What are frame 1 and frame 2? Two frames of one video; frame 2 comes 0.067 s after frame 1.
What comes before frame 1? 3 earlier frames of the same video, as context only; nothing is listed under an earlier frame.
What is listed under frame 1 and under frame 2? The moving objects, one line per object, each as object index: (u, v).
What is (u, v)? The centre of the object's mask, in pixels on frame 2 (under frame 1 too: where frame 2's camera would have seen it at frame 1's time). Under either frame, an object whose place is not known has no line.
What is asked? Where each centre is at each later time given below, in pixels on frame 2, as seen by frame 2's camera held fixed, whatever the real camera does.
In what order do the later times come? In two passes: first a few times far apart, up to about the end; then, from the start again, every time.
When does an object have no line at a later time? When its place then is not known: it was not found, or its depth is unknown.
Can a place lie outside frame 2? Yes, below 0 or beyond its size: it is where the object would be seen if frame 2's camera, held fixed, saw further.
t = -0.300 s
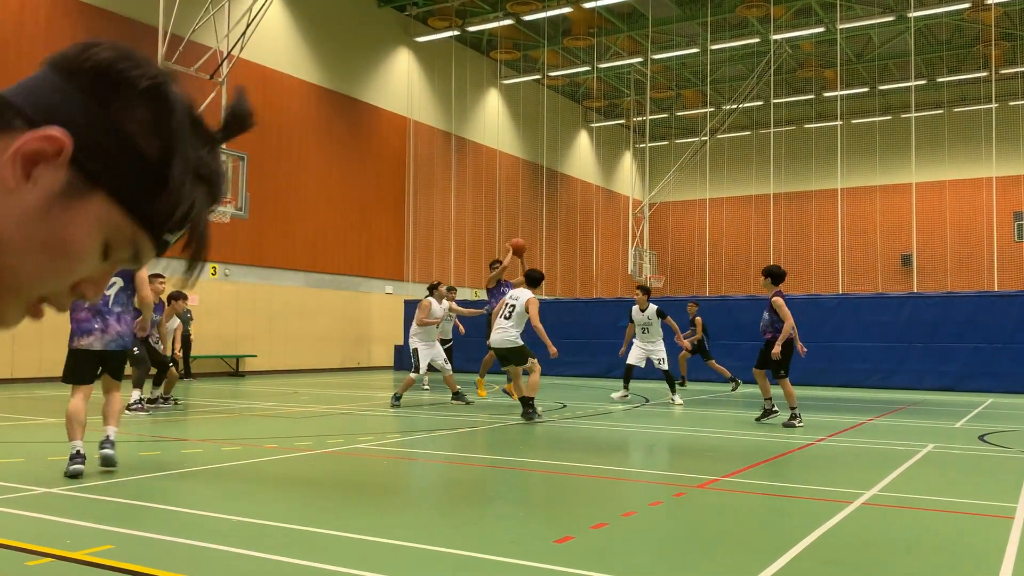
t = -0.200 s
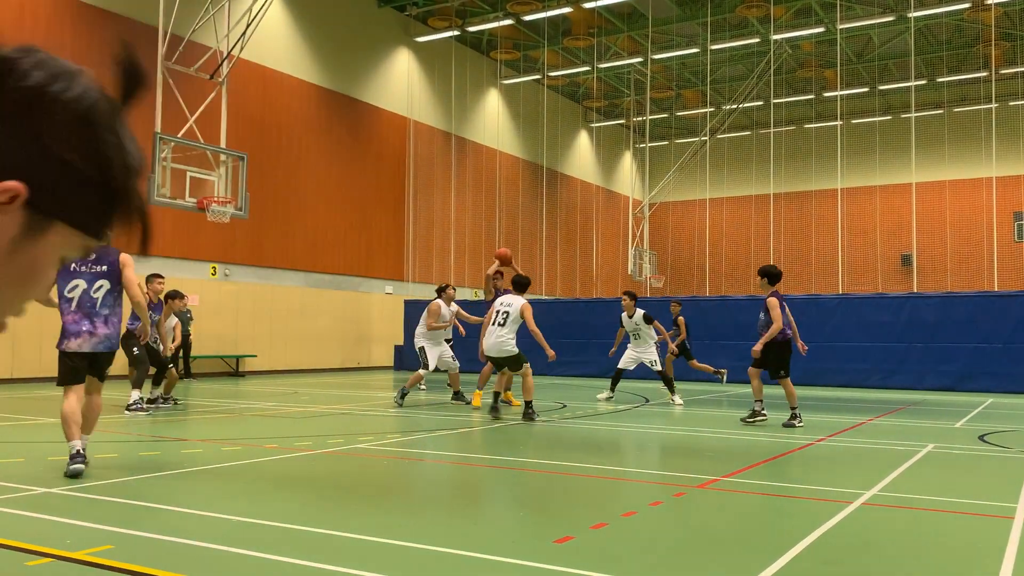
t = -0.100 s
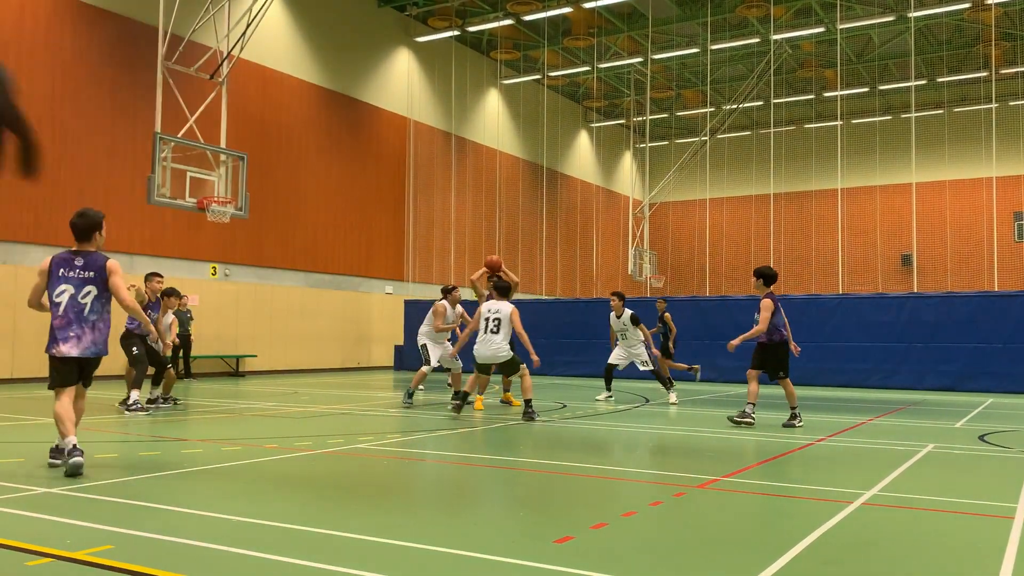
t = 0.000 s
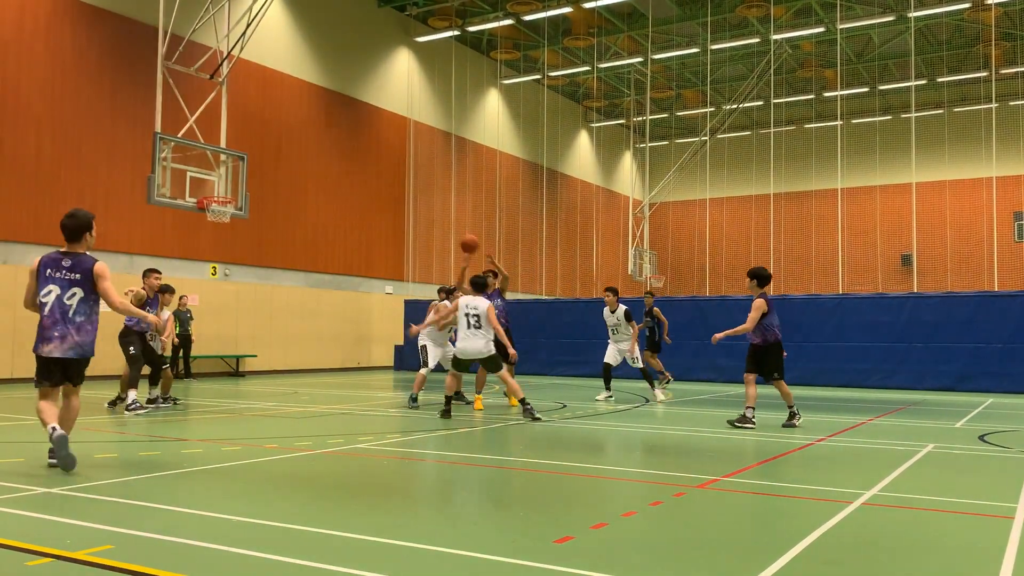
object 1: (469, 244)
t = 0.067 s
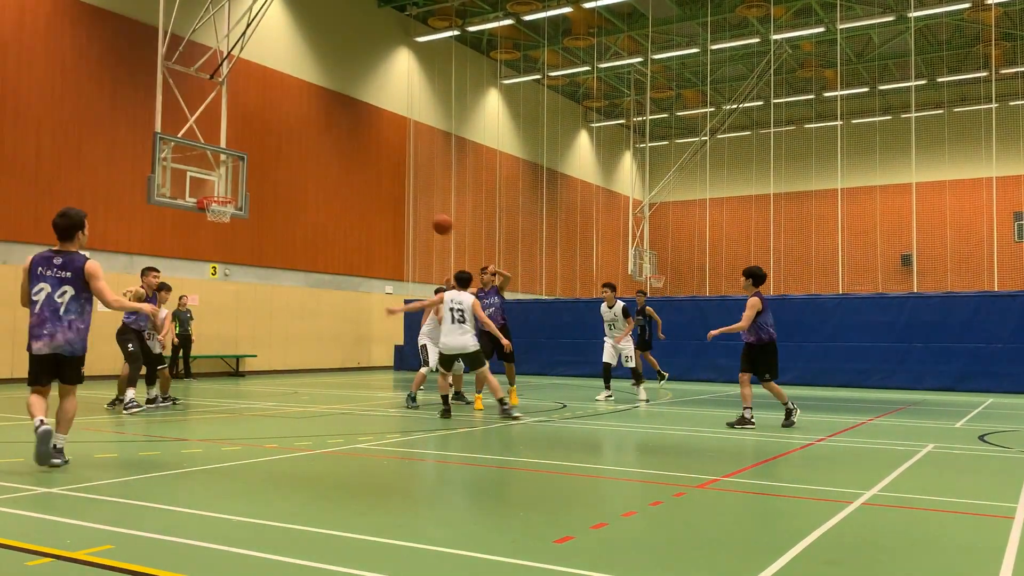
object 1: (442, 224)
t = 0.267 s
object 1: (345, 180)
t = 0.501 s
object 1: (187, 164)
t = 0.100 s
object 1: (428, 215)
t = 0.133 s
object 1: (413, 207)
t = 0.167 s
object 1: (397, 199)
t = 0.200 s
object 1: (381, 192)
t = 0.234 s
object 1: (363, 186)
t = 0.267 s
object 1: (345, 180)
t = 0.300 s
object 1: (327, 175)
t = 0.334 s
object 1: (306, 171)
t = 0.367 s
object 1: (285, 167)
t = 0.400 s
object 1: (261, 165)
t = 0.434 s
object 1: (239, 164)
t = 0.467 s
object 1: (213, 163)
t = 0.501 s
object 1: (187, 164)
